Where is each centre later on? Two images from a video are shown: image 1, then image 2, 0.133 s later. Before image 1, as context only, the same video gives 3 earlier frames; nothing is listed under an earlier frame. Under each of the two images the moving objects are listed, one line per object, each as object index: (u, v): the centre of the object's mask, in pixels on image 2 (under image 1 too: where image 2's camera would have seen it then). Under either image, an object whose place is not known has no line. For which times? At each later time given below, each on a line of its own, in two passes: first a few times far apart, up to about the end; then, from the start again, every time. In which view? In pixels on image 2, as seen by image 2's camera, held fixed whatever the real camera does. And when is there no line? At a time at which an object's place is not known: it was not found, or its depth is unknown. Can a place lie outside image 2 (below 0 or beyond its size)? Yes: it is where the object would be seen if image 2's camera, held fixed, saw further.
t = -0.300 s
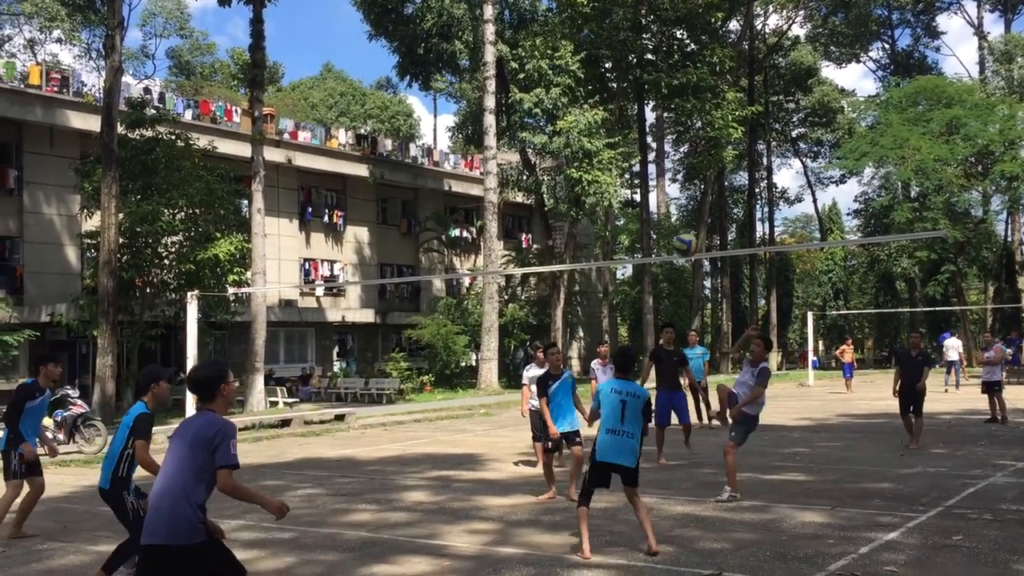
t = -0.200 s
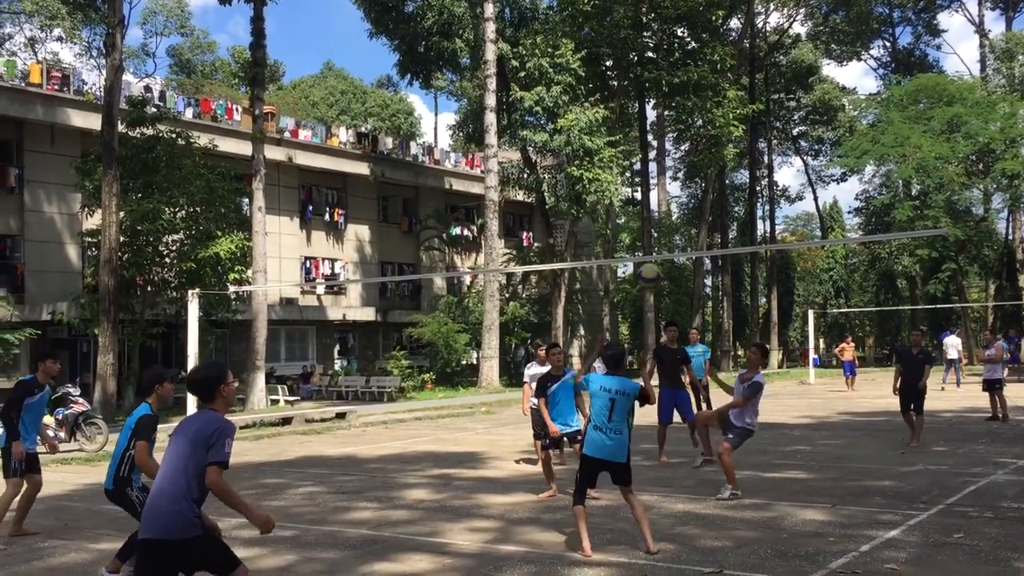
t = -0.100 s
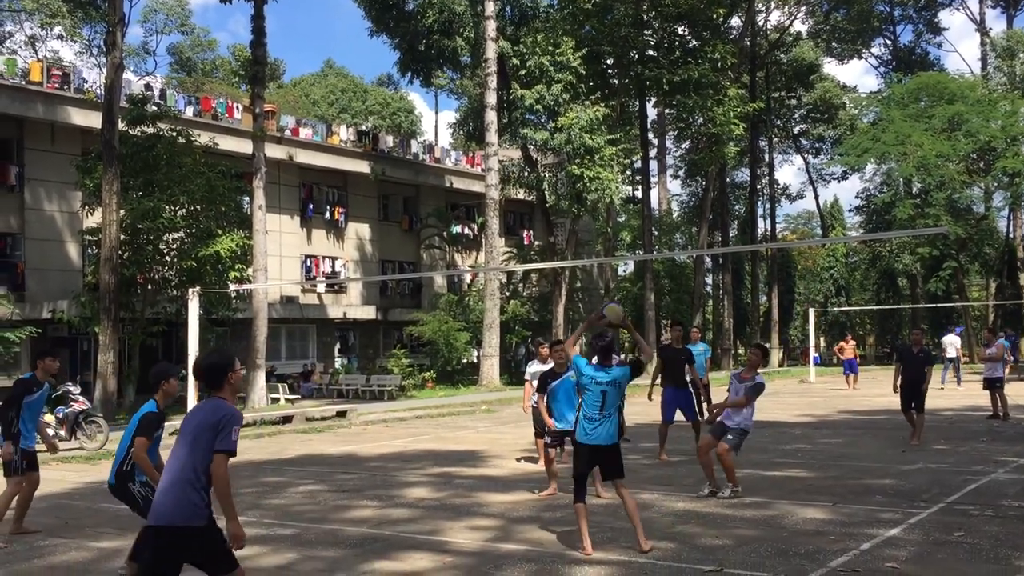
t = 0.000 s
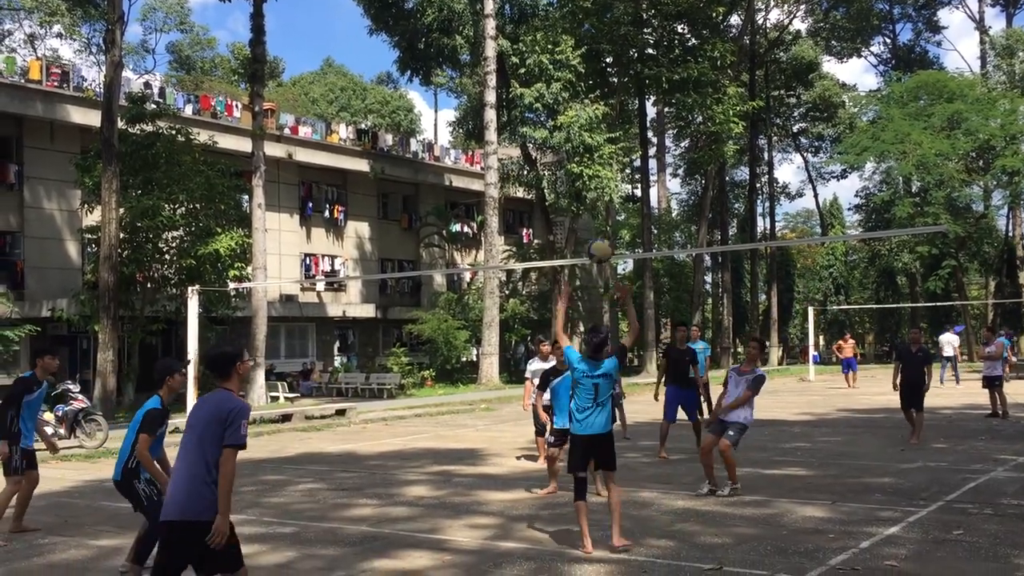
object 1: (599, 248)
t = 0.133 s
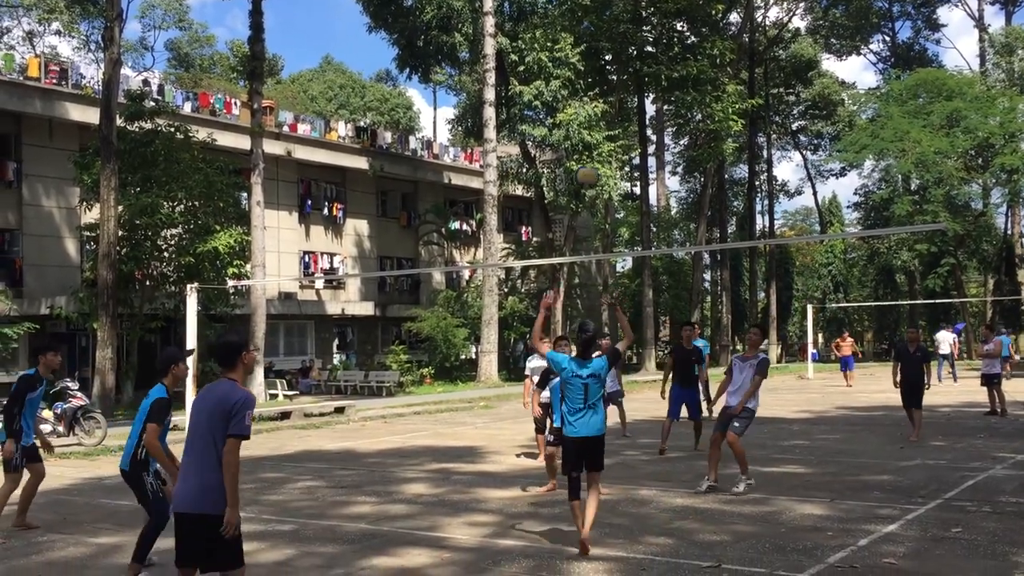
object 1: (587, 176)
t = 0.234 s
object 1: (578, 138)
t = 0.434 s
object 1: (565, 103)
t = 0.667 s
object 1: (553, 122)
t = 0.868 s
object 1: (542, 184)
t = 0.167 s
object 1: (584, 161)
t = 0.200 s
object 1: (581, 149)
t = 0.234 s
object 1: (578, 138)
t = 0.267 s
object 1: (576, 129)
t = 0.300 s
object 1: (573, 121)
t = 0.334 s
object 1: (571, 115)
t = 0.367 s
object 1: (569, 109)
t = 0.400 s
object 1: (567, 106)
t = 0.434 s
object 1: (565, 103)
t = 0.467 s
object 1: (563, 102)
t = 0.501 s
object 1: (561, 102)
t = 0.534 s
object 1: (559, 104)
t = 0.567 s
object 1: (557, 106)
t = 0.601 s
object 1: (555, 111)
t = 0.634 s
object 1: (554, 116)
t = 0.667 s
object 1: (553, 122)
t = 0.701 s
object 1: (551, 129)
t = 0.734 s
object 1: (549, 138)
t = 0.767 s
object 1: (547, 148)
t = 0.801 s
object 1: (546, 159)
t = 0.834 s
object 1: (544, 170)
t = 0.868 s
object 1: (542, 184)
